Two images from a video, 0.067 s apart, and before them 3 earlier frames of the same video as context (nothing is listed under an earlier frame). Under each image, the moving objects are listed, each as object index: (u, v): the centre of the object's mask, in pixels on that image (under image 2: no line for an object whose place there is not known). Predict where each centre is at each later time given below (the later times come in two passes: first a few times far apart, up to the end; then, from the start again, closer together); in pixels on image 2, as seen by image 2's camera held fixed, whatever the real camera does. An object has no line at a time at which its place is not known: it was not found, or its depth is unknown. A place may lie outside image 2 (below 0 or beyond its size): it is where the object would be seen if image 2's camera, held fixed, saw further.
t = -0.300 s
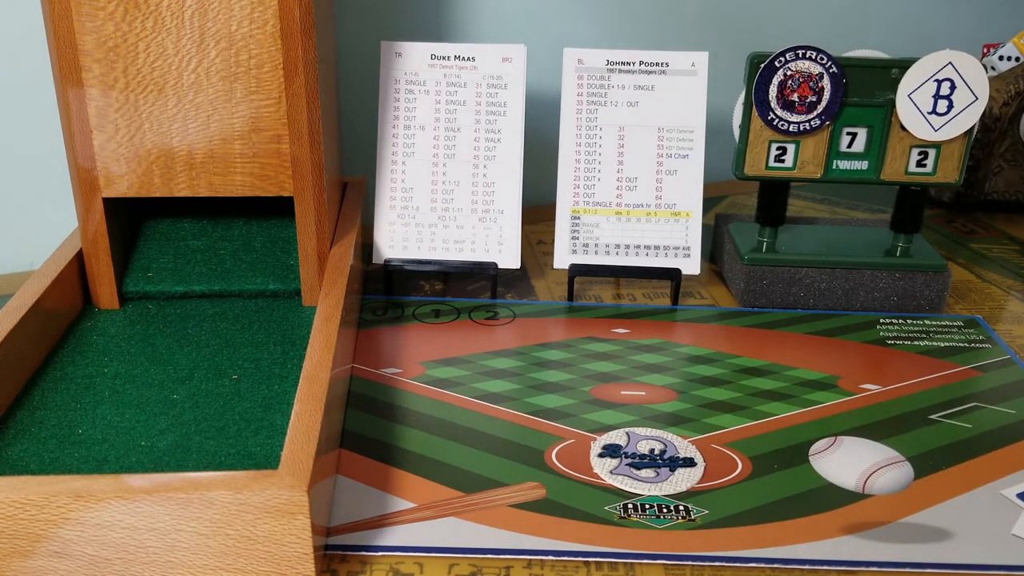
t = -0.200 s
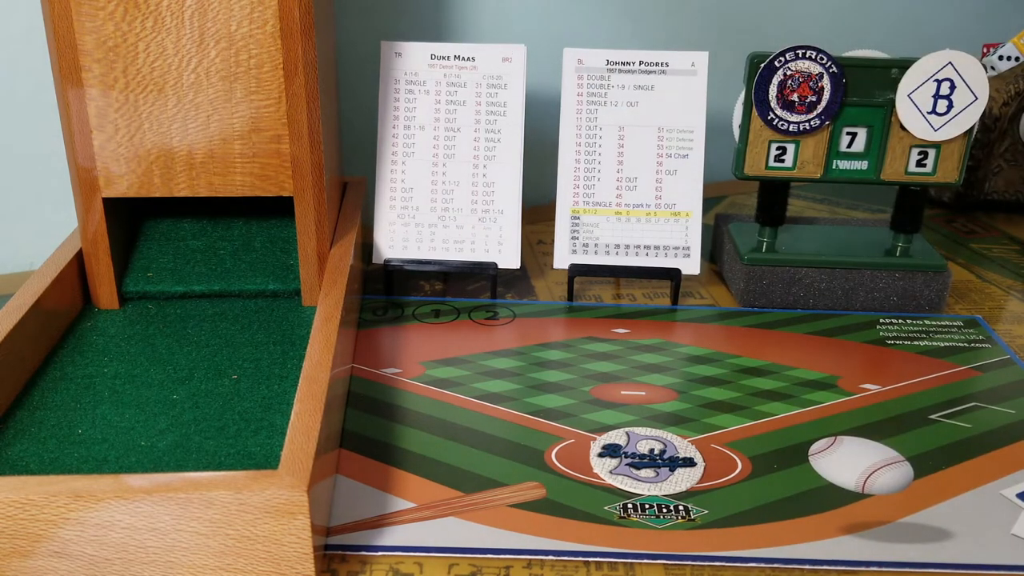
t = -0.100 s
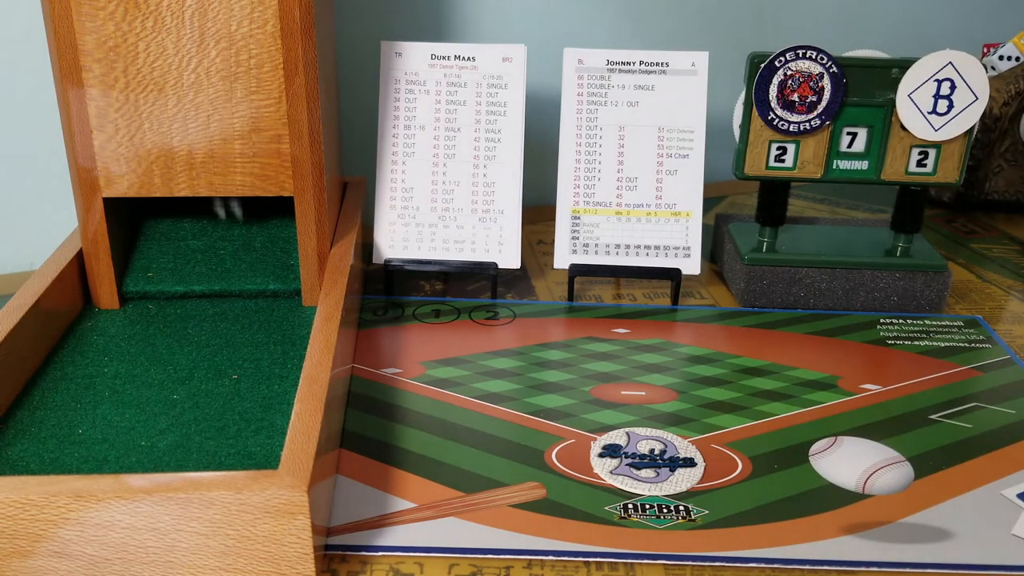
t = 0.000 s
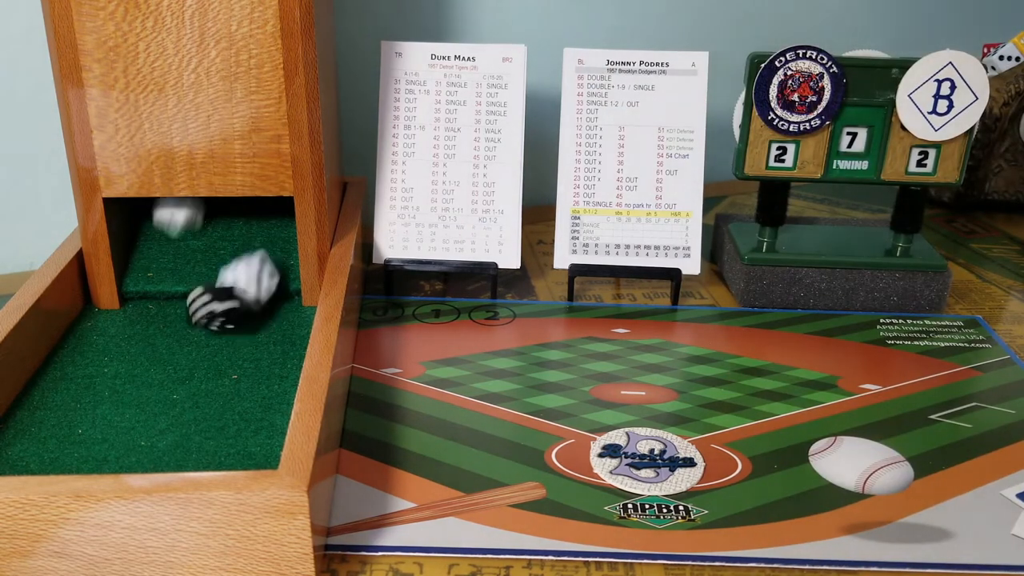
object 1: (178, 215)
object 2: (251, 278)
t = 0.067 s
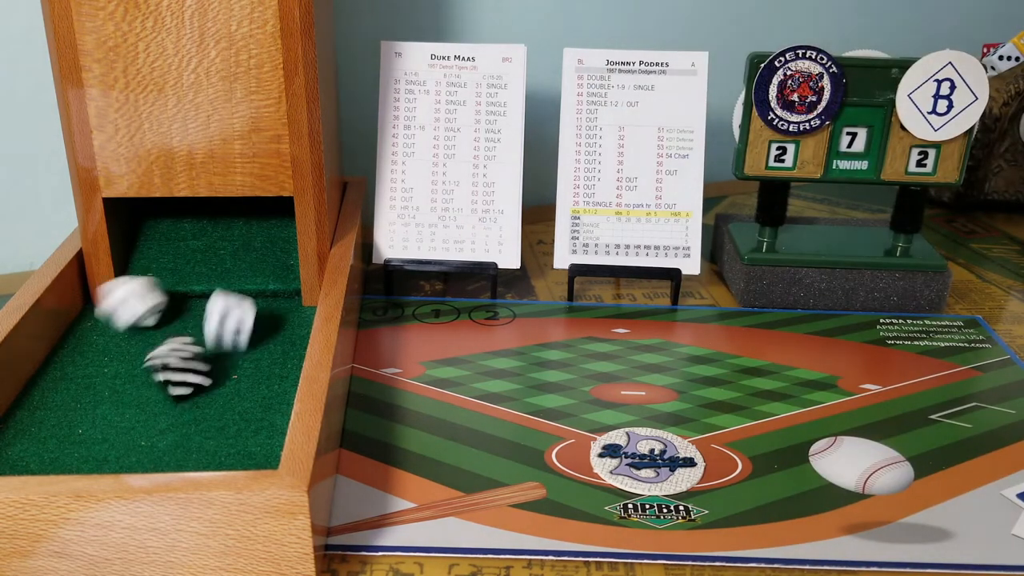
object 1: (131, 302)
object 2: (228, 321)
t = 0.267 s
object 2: (221, 432)
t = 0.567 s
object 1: (83, 396)
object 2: (260, 429)
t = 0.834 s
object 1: (98, 401)
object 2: (260, 428)
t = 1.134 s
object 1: (101, 402)
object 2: (260, 429)
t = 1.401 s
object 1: (101, 402)
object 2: (260, 429)
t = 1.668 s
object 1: (101, 402)
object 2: (260, 429)
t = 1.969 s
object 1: (101, 402)
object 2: (260, 429)
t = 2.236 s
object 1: (101, 402)
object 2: (260, 429)
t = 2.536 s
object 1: (101, 402)
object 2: (260, 428)
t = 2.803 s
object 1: (101, 402)
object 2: (260, 428)
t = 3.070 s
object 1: (101, 402)
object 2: (260, 428)
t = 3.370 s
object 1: (101, 402)
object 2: (260, 429)
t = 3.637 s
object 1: (101, 402)
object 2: (260, 428)
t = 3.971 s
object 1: (101, 402)
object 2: (260, 428)
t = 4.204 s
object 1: (101, 402)
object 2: (260, 428)
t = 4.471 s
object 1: (101, 402)
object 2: (260, 428)
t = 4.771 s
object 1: (101, 402)
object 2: (260, 429)
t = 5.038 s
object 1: (101, 402)
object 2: (260, 429)
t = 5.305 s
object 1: (101, 402)
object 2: (260, 429)
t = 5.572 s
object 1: (101, 402)
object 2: (260, 429)
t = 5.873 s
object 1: (101, 402)
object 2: (260, 429)
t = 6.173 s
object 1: (101, 402)
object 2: (260, 429)
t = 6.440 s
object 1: (101, 402)
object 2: (260, 429)
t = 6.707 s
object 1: (101, 402)
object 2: (260, 429)
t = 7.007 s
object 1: (101, 402)
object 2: (260, 429)
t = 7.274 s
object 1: (101, 402)
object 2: (260, 429)
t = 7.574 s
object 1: (101, 402)
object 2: (260, 429)
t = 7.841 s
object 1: (101, 402)
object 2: (260, 429)
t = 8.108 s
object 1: (101, 402)
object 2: (260, 429)
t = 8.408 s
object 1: (101, 402)
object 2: (260, 429)
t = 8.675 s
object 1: (101, 402)
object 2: (260, 429)
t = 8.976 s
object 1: (101, 402)
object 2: (260, 429)
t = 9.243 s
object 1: (101, 402)
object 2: (260, 429)
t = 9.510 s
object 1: (101, 402)
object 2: (260, 429)
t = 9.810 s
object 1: (101, 402)
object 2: (260, 429)
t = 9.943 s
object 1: (101, 402)
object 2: (260, 429)
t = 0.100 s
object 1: (87, 326)
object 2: (221, 344)
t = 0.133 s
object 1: (43, 368)
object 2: (215, 369)
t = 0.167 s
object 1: (26, 386)
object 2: (215, 374)
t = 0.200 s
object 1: (18, 417)
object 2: (216, 396)
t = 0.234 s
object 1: (9, 454)
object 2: (220, 415)
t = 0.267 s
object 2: (221, 432)
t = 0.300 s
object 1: (14, 458)
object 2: (227, 434)
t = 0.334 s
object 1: (20, 448)
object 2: (245, 431)
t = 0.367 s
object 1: (28, 441)
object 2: (258, 425)
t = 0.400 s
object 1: (34, 432)
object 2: (264, 428)
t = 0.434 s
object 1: (44, 420)
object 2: (260, 429)
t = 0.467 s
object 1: (51, 411)
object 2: (260, 429)
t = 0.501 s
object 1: (61, 404)
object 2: (260, 429)
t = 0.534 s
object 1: (71, 398)
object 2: (260, 429)
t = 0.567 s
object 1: (83, 396)
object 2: (260, 429)
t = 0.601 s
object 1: (92, 395)
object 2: (260, 428)
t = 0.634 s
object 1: (92, 398)
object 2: (260, 428)
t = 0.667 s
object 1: (90, 400)
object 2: (260, 429)
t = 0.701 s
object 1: (93, 399)
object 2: (260, 428)
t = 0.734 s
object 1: (95, 399)
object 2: (260, 428)
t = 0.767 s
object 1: (94, 400)
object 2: (260, 429)
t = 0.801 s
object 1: (95, 400)
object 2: (260, 428)
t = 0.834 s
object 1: (98, 401)
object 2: (260, 428)
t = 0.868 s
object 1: (100, 402)
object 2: (260, 429)
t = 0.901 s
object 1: (102, 403)
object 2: (260, 428)
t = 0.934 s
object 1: (101, 402)
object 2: (260, 429)
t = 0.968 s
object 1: (101, 402)
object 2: (260, 429)
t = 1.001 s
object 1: (101, 402)
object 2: (260, 428)
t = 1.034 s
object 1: (101, 402)
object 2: (260, 429)
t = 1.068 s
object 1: (101, 402)
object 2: (260, 429)
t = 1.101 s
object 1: (101, 402)
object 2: (260, 429)
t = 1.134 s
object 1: (101, 402)
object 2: (260, 429)
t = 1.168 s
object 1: (101, 402)
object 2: (260, 429)
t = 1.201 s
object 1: (101, 402)
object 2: (260, 429)
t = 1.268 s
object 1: (101, 402)
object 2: (260, 429)
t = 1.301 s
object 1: (101, 402)
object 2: (260, 429)
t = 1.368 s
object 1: (101, 402)
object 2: (260, 429)
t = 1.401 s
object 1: (101, 402)
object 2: (260, 429)
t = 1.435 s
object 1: (101, 402)
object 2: (260, 429)
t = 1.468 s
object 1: (101, 402)
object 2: (260, 429)
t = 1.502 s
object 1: (101, 402)
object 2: (260, 429)
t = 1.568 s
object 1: (101, 402)
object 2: (260, 429)
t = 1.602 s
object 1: (101, 402)
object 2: (260, 429)
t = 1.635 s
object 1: (101, 402)
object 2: (260, 429)
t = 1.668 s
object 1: (101, 402)
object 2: (260, 429)
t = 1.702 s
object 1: (101, 402)
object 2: (260, 429)
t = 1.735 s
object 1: (101, 402)
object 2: (260, 429)
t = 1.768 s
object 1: (101, 402)
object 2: (260, 429)
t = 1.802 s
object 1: (101, 402)
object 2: (260, 429)
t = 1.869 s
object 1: (101, 402)
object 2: (260, 429)
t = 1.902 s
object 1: (101, 402)
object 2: (260, 429)
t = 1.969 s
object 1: (101, 402)
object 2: (260, 429)
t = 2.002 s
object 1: (101, 402)
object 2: (260, 429)
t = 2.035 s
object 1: (101, 402)
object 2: (260, 429)
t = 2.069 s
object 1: (101, 402)
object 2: (260, 429)
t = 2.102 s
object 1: (101, 402)
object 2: (260, 429)
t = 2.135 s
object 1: (101, 402)
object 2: (260, 429)
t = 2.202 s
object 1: (101, 402)
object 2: (260, 429)
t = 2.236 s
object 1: (101, 402)
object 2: (260, 429)
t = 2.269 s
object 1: (101, 402)
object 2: (260, 429)
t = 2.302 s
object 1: (101, 402)
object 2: (260, 428)
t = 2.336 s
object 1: (101, 402)
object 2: (260, 428)
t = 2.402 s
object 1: (101, 402)
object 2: (260, 428)
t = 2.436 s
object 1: (101, 402)
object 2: (260, 429)
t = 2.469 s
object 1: (101, 402)
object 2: (260, 429)
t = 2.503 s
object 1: (101, 402)
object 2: (260, 428)
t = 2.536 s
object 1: (101, 402)
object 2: (260, 428)
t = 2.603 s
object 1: (101, 402)
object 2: (260, 428)
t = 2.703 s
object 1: (101, 402)
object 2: (260, 428)
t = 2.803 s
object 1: (101, 402)
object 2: (260, 428)
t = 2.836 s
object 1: (101, 402)
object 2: (260, 429)
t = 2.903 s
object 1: (101, 402)
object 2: (260, 429)
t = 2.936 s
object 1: (101, 402)
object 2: (260, 428)
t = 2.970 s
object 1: (101, 402)
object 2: (260, 429)
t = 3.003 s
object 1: (101, 402)
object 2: (260, 428)
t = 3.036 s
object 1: (101, 402)
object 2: (260, 429)
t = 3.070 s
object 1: (101, 402)
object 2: (260, 428)
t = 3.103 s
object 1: (101, 402)
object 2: (260, 428)
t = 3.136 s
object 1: (101, 402)
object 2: (260, 428)
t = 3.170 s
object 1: (101, 402)
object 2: (260, 428)
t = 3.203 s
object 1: (101, 402)
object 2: (260, 429)
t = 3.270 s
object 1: (101, 402)
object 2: (260, 428)
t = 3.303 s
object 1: (101, 402)
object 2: (260, 428)
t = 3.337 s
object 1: (101, 402)
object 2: (260, 428)
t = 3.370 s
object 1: (101, 402)
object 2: (260, 429)
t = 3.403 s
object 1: (101, 402)
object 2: (260, 428)
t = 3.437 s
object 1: (101, 402)
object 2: (260, 428)
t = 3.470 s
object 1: (101, 402)
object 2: (260, 428)
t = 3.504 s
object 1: (101, 402)
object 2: (260, 428)
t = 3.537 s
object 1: (101, 402)
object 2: (260, 428)
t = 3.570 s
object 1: (101, 402)
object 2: (260, 428)
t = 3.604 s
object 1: (101, 402)
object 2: (260, 429)
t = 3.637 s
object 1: (101, 402)
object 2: (260, 428)
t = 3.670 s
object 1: (101, 402)
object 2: (260, 428)
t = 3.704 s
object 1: (101, 402)
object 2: (260, 428)
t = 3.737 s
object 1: (101, 402)
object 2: (260, 429)
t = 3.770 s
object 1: (101, 402)
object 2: (260, 428)
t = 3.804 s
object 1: (101, 402)
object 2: (260, 428)
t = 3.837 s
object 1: (101, 402)
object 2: (260, 428)
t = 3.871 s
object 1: (101, 402)
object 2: (260, 428)
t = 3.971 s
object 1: (101, 402)
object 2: (260, 428)
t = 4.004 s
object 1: (101, 402)
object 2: (260, 428)
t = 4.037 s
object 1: (101, 402)
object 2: (260, 429)
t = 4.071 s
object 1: (101, 402)
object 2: (260, 428)
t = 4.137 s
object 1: (101, 402)
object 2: (260, 428)
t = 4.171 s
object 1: (101, 402)
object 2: (260, 428)
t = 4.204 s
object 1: (101, 402)
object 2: (260, 428)
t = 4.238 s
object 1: (101, 402)
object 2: (260, 428)
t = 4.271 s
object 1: (101, 402)
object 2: (260, 428)
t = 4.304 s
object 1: (101, 402)
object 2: (260, 428)
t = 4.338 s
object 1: (101, 402)
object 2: (260, 428)
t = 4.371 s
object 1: (101, 402)
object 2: (260, 429)
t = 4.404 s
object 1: (101, 402)
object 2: (260, 429)
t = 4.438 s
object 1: (101, 402)
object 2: (260, 429)
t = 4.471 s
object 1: (101, 402)
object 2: (260, 428)
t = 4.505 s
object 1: (101, 402)
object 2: (260, 429)
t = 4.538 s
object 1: (101, 402)
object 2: (260, 429)
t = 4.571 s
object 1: (101, 402)
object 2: (260, 429)
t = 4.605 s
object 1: (101, 402)
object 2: (260, 429)
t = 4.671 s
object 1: (101, 402)
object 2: (260, 429)
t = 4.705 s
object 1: (101, 402)
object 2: (260, 429)
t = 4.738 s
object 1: (101, 402)
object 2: (260, 429)
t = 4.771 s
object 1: (101, 402)
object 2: (260, 429)
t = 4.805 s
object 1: (101, 402)
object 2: (260, 429)
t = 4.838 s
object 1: (101, 402)
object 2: (260, 429)
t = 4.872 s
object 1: (101, 402)
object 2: (260, 429)
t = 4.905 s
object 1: (101, 402)
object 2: (260, 429)
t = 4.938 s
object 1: (101, 402)
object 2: (260, 429)
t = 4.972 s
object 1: (101, 402)
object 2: (260, 429)
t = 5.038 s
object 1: (101, 402)
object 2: (260, 429)
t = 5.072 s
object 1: (101, 402)
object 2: (260, 429)
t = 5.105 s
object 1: (101, 402)
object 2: (260, 429)
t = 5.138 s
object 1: (101, 402)
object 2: (260, 429)
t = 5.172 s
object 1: (101, 402)
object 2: (260, 429)
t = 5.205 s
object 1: (101, 402)
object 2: (260, 429)
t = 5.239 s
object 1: (101, 402)
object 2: (260, 429)
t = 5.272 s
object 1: (101, 402)
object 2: (260, 429)
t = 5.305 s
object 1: (101, 402)
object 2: (260, 429)
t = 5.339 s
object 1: (101, 402)
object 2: (260, 429)
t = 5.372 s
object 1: (101, 402)
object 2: (260, 429)
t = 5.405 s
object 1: (101, 402)
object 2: (260, 429)
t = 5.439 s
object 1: (101, 402)
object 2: (260, 429)
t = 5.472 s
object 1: (101, 402)
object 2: (260, 429)
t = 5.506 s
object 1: (101, 402)
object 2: (260, 429)
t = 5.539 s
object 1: (101, 402)
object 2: (260, 429)
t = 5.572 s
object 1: (101, 402)
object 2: (260, 429)
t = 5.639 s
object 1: (101, 402)
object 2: (260, 429)
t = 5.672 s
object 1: (101, 402)
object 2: (260, 429)
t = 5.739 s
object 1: (101, 402)
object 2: (260, 429)
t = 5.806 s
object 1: (101, 402)
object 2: (260, 429)
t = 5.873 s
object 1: (101, 402)
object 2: (260, 429)
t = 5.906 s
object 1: (101, 402)
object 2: (260, 429)
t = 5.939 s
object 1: (101, 402)
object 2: (260, 429)
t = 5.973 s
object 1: (101, 402)
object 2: (261, 429)
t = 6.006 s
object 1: (101, 402)
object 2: (260, 429)
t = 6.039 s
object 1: (101, 402)
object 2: (260, 429)
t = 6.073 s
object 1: (101, 402)
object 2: (260, 429)
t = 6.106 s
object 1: (101, 402)
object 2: (260, 429)
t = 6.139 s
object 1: (101, 402)
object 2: (260, 429)
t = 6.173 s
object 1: (101, 402)
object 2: (260, 429)
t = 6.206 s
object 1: (101, 402)
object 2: (260, 429)
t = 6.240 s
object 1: (101, 402)
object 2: (260, 429)
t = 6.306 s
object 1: (101, 402)
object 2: (260, 429)
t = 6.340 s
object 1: (101, 402)
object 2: (260, 429)
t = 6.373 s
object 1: (101, 402)
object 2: (260, 429)
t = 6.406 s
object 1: (101, 402)
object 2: (260, 429)
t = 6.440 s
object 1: (101, 402)
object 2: (260, 429)
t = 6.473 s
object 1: (101, 402)
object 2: (260, 429)
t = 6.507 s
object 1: (101, 402)
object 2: (260, 429)
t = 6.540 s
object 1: (101, 402)
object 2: (260, 429)
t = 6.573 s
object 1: (101, 402)
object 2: (260, 429)
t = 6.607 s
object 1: (101, 402)
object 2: (260, 429)
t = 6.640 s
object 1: (101, 402)
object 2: (260, 429)
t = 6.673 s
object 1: (101, 402)
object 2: (260, 429)
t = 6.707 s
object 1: (101, 402)
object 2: (260, 429)
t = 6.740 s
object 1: (101, 402)
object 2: (260, 429)
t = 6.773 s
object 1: (101, 402)
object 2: (260, 429)
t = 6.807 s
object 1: (101, 402)
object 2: (260, 429)
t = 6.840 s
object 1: (101, 402)
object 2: (260, 428)
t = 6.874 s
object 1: (101, 402)
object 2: (260, 429)
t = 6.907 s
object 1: (101, 402)
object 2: (260, 429)
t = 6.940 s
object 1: (101, 402)
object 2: (260, 429)
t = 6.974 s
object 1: (101, 402)
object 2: (260, 429)
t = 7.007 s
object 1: (101, 402)
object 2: (260, 429)
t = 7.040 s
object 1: (101, 402)
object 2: (260, 429)
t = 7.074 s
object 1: (101, 402)
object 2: (260, 429)
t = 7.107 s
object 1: (101, 402)
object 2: (260, 429)
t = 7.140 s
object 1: (101, 402)
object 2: (260, 428)
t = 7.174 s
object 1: (101, 402)
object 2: (260, 429)
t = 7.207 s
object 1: (101, 402)
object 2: (260, 428)
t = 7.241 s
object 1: (101, 402)
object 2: (260, 429)
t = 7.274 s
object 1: (101, 402)
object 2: (260, 429)
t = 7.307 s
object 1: (101, 402)
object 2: (260, 429)
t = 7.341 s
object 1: (101, 402)
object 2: (260, 429)
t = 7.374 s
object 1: (101, 402)
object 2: (260, 429)
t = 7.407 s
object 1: (101, 402)
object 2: (260, 428)
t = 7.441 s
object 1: (101, 402)
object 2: (260, 429)
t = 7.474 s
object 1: (101, 402)
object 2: (260, 429)
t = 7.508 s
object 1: (101, 402)
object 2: (260, 429)
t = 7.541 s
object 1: (101, 402)
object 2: (260, 429)
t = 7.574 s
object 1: (101, 402)
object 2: (260, 429)
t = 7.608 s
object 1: (101, 402)
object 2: (260, 429)
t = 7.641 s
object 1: (101, 402)
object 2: (260, 429)
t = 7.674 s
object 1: (101, 402)
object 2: (260, 429)
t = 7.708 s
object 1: (101, 402)
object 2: (260, 429)
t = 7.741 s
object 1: (101, 402)
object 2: (260, 429)
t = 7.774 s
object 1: (101, 402)
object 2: (260, 428)
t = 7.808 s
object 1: (101, 402)
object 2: (260, 429)
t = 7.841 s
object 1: (101, 402)
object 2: (260, 429)
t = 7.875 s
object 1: (101, 402)
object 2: (260, 429)
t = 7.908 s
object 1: (101, 402)
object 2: (260, 429)
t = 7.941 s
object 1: (101, 402)
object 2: (260, 429)
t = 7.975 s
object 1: (101, 402)
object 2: (260, 429)
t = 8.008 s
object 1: (101, 402)
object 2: (260, 429)
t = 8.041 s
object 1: (101, 402)
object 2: (260, 429)
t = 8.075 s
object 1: (101, 402)
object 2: (260, 428)
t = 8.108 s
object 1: (101, 402)
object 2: (260, 429)
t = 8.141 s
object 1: (101, 402)
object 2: (260, 429)
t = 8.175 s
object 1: (101, 402)
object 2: (260, 429)
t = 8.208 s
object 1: (101, 402)
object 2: (260, 429)
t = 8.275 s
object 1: (101, 402)
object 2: (260, 429)
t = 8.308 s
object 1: (101, 402)
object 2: (260, 429)
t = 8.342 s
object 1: (101, 402)
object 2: (260, 429)
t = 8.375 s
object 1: (101, 402)
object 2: (260, 429)
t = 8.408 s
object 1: (101, 402)
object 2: (260, 429)
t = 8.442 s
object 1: (101, 402)
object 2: (260, 429)
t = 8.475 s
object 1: (101, 402)
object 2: (260, 429)
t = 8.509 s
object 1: (101, 402)
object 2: (260, 429)
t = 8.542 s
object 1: (101, 402)
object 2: (260, 429)
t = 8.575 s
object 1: (101, 402)
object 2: (260, 429)
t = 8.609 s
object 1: (101, 402)
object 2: (260, 429)
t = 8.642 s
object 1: (101, 402)
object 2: (260, 429)
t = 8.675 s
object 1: (101, 402)
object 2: (260, 429)
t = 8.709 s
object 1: (101, 402)
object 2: (260, 429)
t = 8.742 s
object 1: (101, 402)
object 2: (260, 429)
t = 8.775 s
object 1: (101, 402)
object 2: (260, 429)
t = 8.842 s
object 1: (101, 402)
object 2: (260, 429)
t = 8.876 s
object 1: (101, 402)
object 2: (260, 429)
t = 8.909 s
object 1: (101, 402)
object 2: (260, 429)
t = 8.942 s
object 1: (101, 402)
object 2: (260, 429)
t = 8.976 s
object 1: (101, 402)
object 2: (260, 429)
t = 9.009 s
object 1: (101, 402)
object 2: (260, 429)
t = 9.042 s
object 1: (101, 402)
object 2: (260, 429)
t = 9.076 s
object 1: (101, 402)
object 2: (260, 429)
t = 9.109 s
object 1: (101, 402)
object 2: (260, 429)
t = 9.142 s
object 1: (101, 402)
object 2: (260, 429)
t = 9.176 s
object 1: (101, 402)
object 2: (260, 429)
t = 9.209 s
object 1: (101, 402)
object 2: (260, 429)
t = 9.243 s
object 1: (101, 402)
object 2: (260, 429)
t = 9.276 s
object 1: (101, 402)
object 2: (260, 429)
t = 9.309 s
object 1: (101, 402)
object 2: (260, 429)
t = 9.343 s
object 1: (101, 402)
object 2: (260, 429)
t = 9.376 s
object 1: (101, 402)
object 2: (260, 429)
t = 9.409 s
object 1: (101, 402)
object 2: (260, 429)
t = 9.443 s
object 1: (101, 402)
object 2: (260, 429)
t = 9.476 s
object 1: (101, 402)
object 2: (260, 429)
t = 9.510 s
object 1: (101, 402)
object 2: (260, 429)
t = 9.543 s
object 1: (101, 402)
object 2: (260, 429)
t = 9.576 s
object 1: (101, 402)
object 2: (260, 429)
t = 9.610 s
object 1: (101, 402)
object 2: (260, 429)
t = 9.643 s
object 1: (101, 402)
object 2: (260, 429)
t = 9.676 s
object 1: (101, 402)
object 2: (260, 429)
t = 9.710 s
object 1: (101, 402)
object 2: (260, 429)
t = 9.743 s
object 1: (101, 402)
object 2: (260, 429)
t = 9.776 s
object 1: (101, 402)
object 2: (260, 429)
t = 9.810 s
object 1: (101, 402)
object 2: (260, 429)
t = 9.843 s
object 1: (101, 402)
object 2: (260, 429)
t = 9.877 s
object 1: (101, 402)
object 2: (260, 429)
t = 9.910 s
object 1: (101, 402)
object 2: (260, 429)
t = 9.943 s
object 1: (101, 402)
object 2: (260, 429)
